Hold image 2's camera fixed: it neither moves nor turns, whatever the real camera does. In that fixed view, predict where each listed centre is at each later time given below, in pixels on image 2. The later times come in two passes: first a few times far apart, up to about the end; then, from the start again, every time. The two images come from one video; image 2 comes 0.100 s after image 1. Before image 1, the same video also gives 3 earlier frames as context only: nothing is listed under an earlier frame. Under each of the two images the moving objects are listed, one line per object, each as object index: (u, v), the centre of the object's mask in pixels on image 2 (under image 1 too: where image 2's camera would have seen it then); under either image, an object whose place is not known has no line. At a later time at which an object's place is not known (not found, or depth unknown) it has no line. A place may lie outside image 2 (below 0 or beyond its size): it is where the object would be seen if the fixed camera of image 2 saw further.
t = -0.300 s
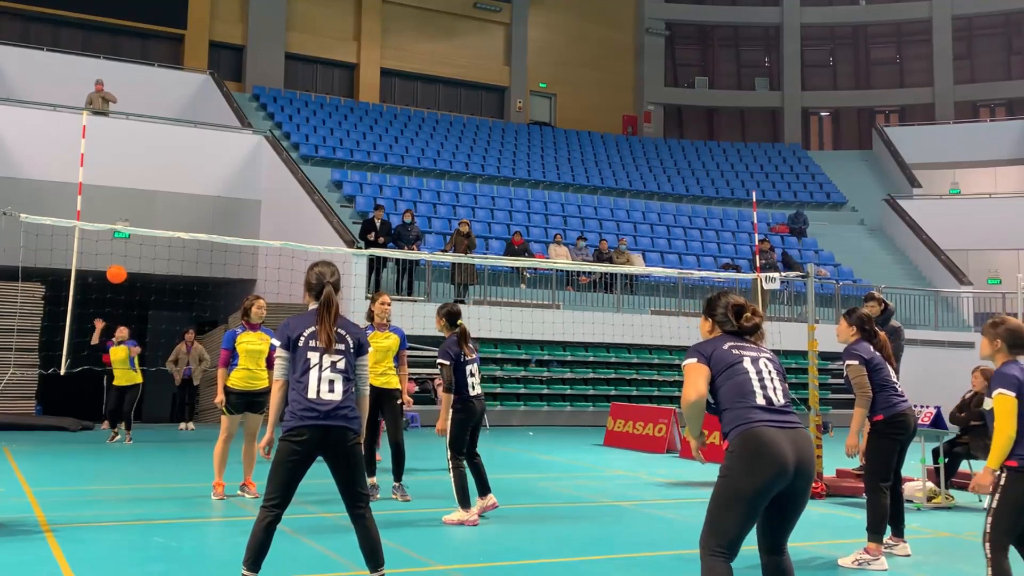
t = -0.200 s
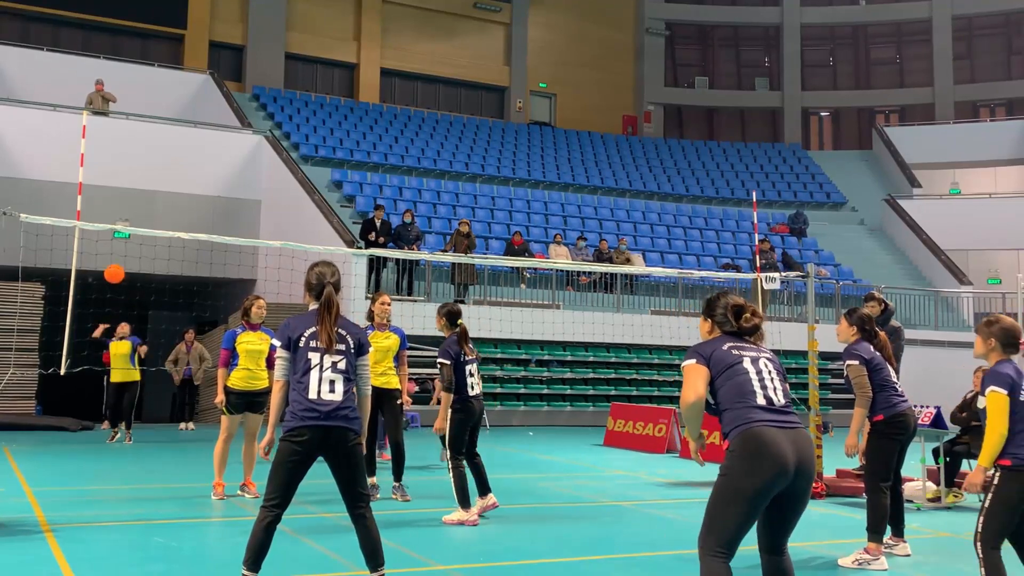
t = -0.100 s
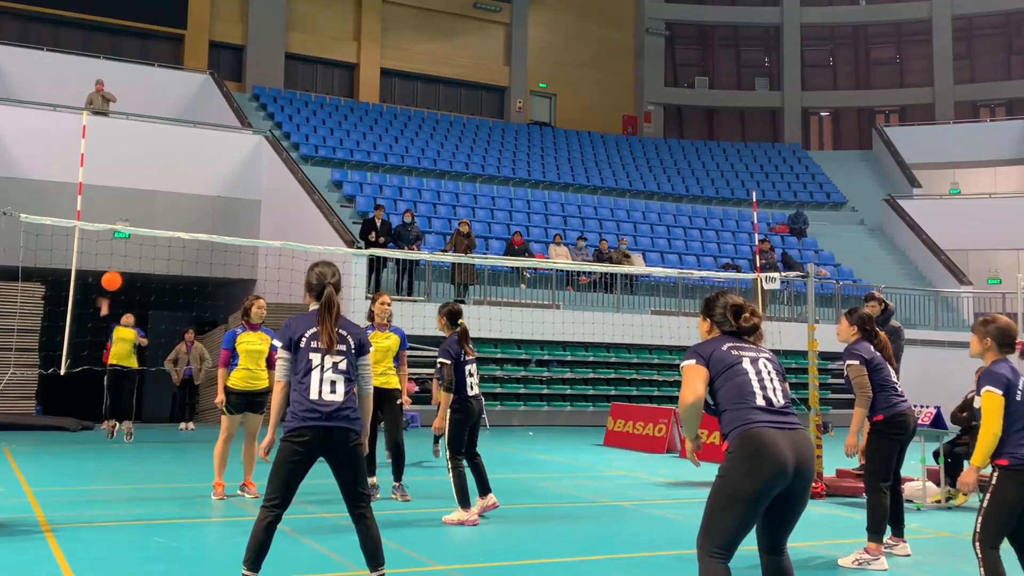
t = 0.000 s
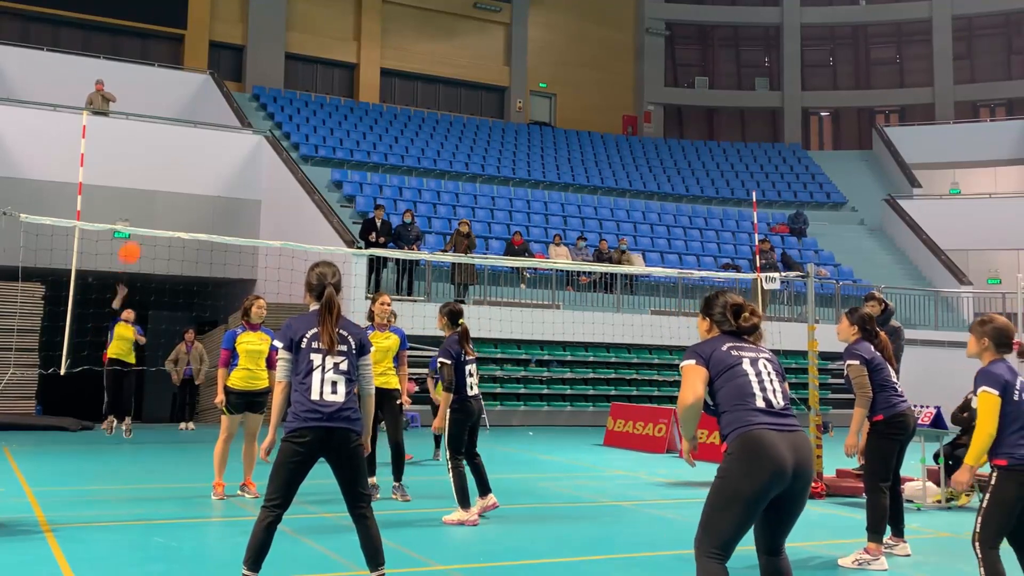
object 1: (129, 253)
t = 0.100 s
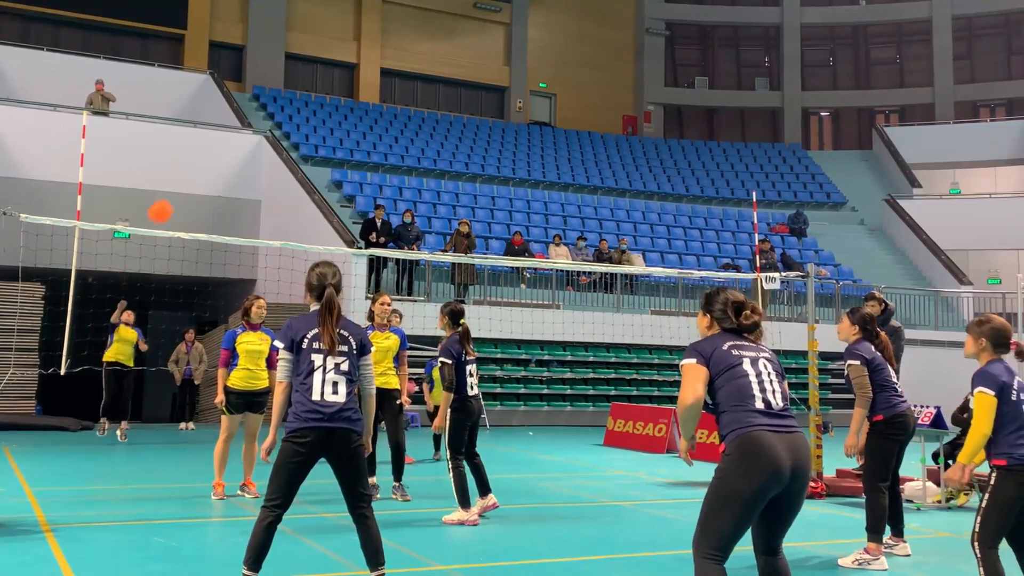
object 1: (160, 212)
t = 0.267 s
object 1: (216, 158)
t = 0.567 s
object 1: (326, 118)
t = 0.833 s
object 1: (455, 178)
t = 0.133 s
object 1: (171, 200)
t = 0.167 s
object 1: (183, 189)
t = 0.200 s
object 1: (194, 178)
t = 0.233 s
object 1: (205, 167)
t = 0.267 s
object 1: (216, 158)
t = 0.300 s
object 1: (227, 149)
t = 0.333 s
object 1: (238, 141)
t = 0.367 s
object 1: (249, 135)
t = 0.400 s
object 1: (262, 129)
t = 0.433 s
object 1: (274, 124)
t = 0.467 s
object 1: (286, 121)
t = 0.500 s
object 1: (299, 119)
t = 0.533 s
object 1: (313, 118)
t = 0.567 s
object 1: (326, 118)
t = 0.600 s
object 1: (340, 120)
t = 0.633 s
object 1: (355, 124)
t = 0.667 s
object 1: (370, 129)
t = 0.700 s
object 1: (386, 136)
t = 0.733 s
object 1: (402, 144)
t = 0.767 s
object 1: (419, 154)
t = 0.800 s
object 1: (437, 165)
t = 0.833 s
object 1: (455, 178)
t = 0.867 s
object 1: (474, 193)
